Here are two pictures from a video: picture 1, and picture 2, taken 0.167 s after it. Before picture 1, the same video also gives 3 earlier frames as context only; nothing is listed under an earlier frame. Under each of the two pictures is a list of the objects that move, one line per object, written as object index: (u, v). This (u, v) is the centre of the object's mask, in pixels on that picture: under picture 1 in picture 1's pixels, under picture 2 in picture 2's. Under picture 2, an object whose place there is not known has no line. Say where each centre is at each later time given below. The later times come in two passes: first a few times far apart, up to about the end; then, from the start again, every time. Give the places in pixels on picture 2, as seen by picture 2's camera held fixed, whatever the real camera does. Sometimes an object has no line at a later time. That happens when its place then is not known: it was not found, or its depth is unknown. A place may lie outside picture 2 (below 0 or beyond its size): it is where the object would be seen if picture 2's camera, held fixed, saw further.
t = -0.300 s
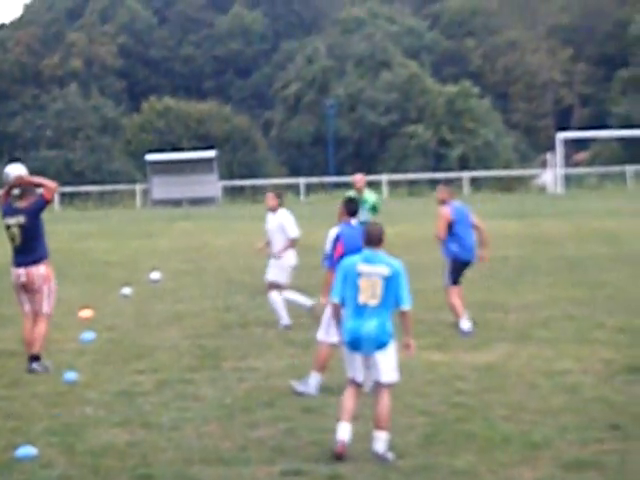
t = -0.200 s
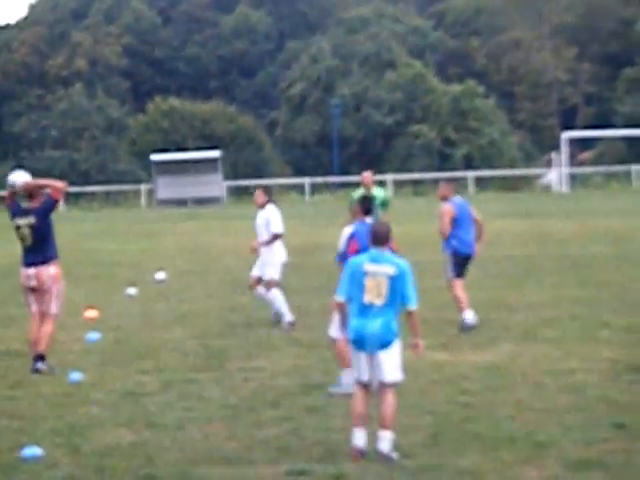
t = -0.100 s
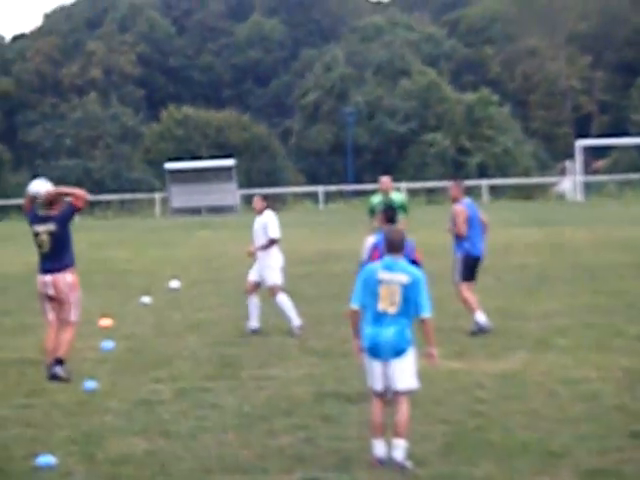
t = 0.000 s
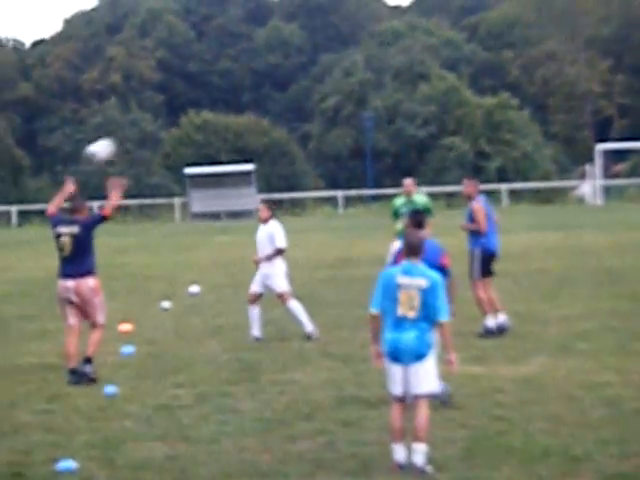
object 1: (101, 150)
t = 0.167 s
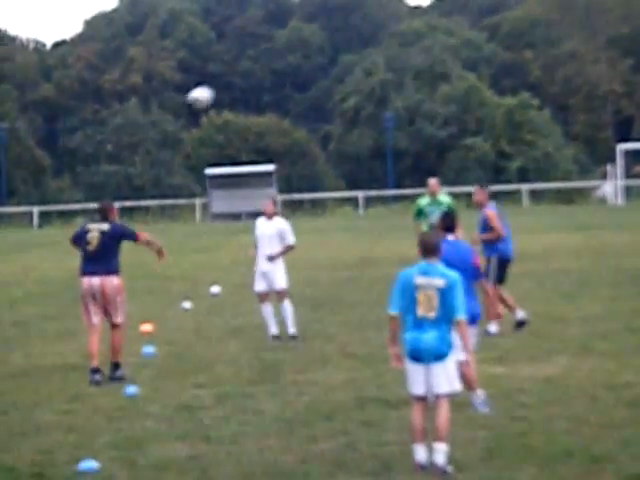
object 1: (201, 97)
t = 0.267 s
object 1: (243, 78)
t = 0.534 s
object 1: (343, 73)
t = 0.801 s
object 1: (428, 120)
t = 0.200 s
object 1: (215, 89)
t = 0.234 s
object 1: (229, 83)
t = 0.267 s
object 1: (243, 78)
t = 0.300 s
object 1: (257, 75)
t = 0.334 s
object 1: (270, 72)
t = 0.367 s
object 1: (283, 70)
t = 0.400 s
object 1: (296, 69)
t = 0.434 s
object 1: (308, 69)
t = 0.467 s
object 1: (320, 70)
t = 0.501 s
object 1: (332, 71)
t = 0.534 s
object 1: (343, 73)
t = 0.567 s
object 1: (354, 77)
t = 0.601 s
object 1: (366, 81)
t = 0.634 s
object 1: (376, 86)
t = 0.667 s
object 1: (387, 91)
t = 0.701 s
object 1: (398, 98)
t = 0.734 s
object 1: (408, 104)
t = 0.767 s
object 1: (418, 111)
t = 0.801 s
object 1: (428, 120)
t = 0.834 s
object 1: (438, 128)
